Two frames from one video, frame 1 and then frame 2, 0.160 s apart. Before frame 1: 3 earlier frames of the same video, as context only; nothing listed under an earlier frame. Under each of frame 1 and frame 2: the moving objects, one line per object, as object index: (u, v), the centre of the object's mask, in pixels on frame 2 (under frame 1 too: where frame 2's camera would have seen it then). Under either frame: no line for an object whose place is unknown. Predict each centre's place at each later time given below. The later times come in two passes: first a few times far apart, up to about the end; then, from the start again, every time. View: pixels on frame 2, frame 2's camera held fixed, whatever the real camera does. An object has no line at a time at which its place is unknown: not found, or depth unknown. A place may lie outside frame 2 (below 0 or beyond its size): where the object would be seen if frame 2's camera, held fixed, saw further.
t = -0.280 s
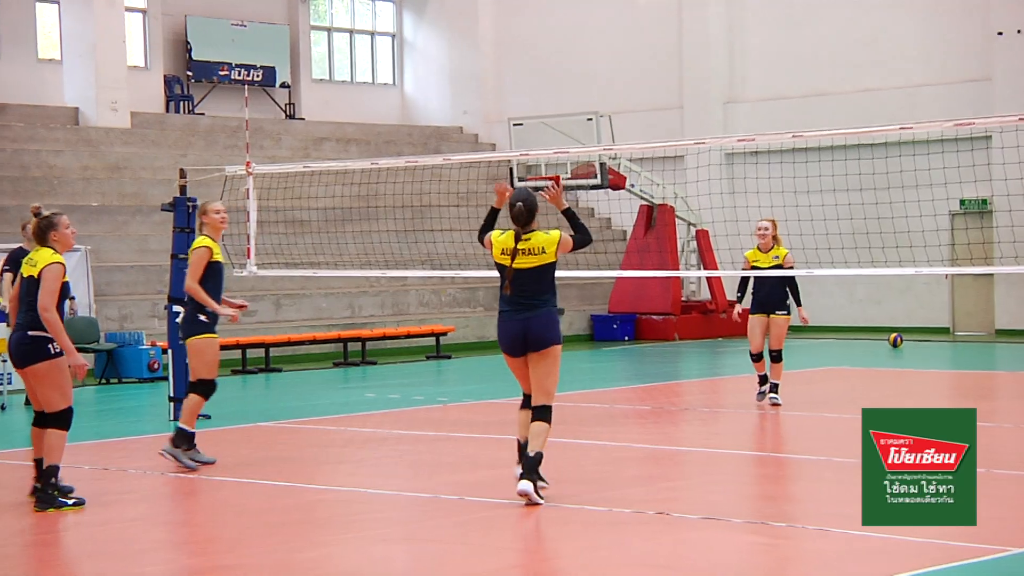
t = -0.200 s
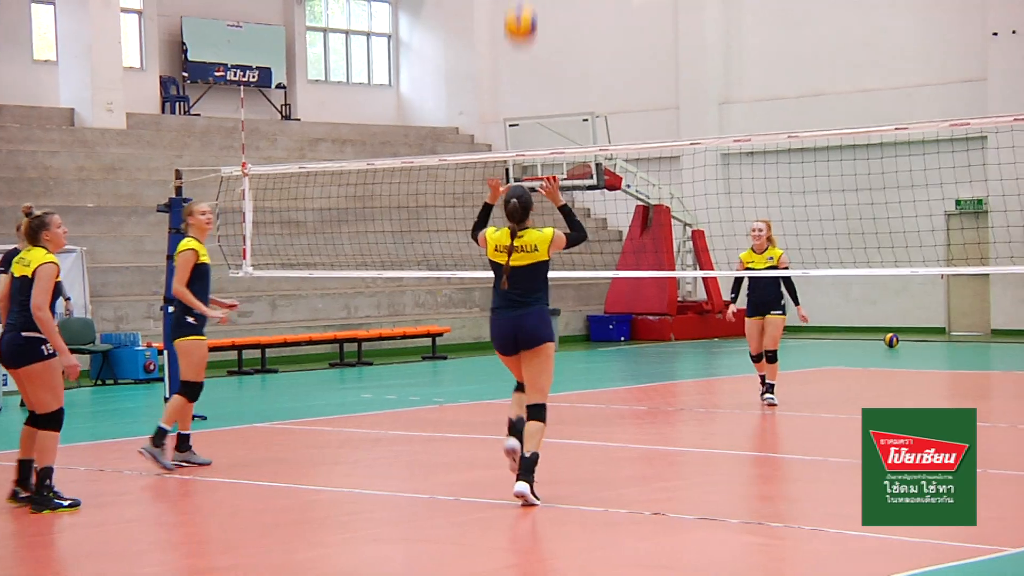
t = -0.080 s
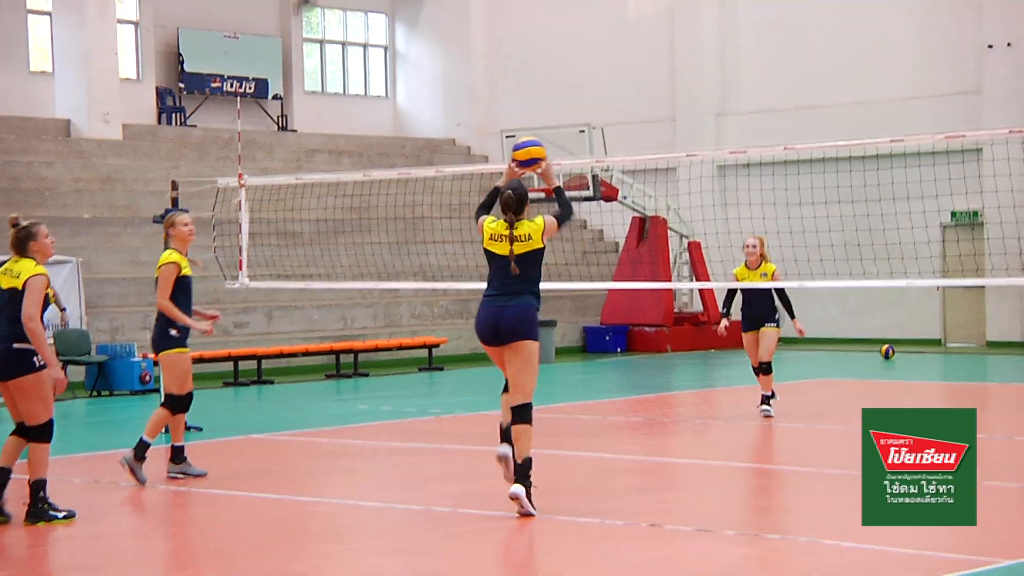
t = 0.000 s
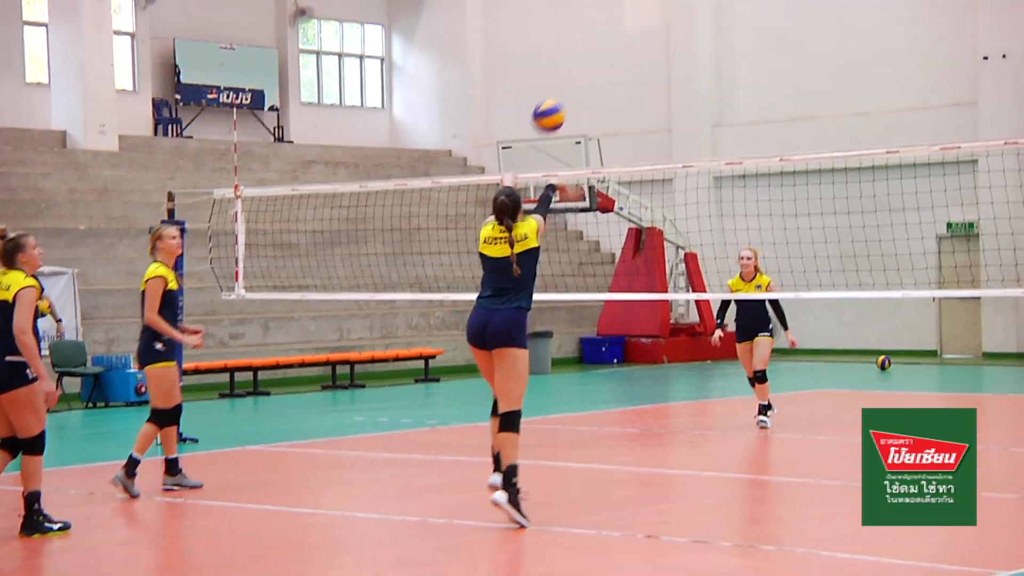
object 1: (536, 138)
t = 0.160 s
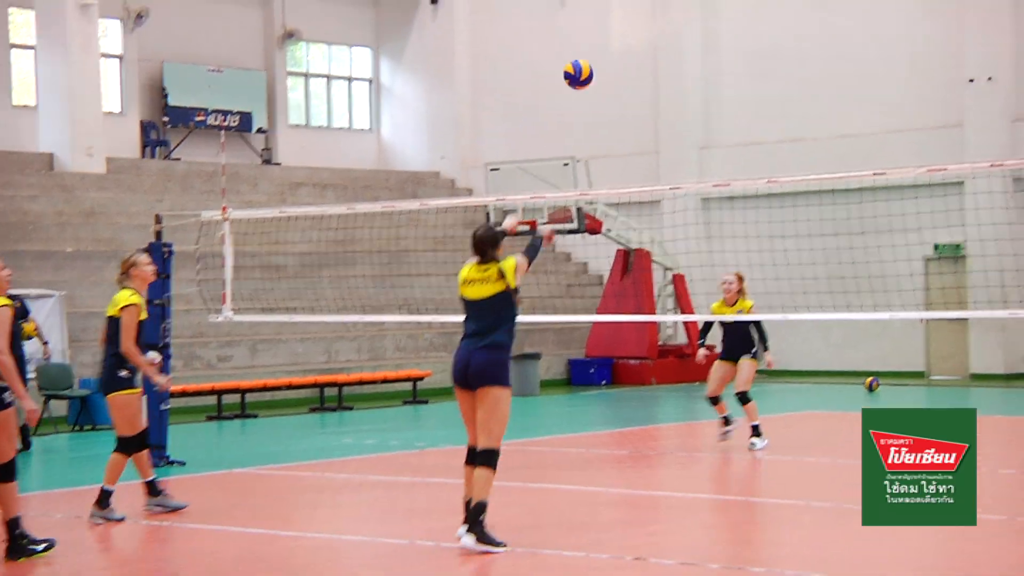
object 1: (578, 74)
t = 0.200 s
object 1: (587, 66)
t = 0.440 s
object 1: (638, 67)
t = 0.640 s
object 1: (673, 111)
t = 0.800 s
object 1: (695, 169)
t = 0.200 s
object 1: (587, 66)
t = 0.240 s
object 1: (596, 61)
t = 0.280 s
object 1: (605, 59)
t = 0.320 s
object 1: (613, 58)
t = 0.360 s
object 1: (621, 60)
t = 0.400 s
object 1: (630, 62)
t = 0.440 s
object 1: (638, 67)
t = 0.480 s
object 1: (646, 73)
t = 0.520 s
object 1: (654, 81)
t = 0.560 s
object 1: (660, 89)
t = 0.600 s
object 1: (667, 100)
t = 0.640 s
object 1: (673, 111)
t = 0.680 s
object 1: (678, 124)
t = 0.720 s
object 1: (684, 139)
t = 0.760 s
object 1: (690, 154)
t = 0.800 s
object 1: (695, 169)
